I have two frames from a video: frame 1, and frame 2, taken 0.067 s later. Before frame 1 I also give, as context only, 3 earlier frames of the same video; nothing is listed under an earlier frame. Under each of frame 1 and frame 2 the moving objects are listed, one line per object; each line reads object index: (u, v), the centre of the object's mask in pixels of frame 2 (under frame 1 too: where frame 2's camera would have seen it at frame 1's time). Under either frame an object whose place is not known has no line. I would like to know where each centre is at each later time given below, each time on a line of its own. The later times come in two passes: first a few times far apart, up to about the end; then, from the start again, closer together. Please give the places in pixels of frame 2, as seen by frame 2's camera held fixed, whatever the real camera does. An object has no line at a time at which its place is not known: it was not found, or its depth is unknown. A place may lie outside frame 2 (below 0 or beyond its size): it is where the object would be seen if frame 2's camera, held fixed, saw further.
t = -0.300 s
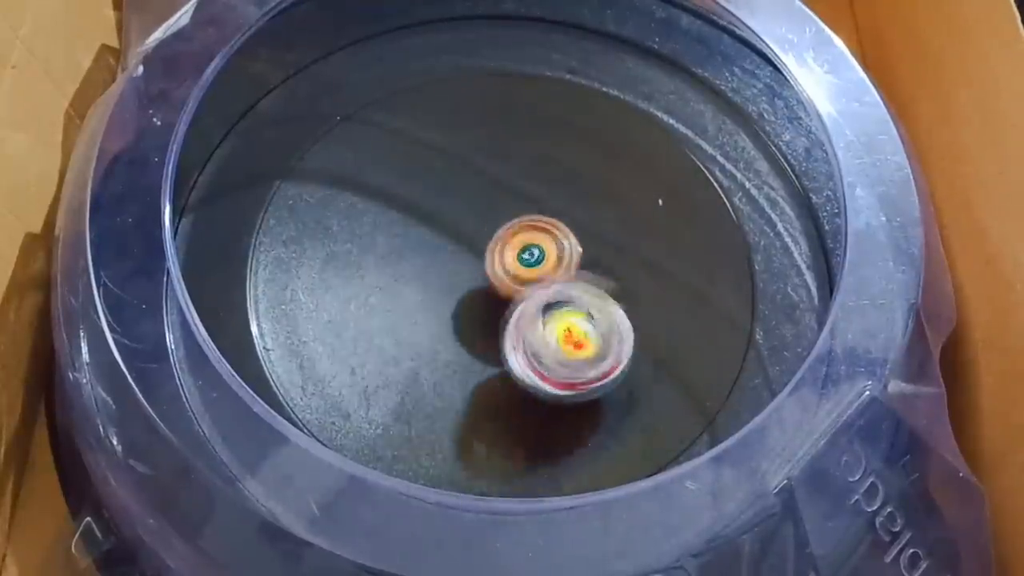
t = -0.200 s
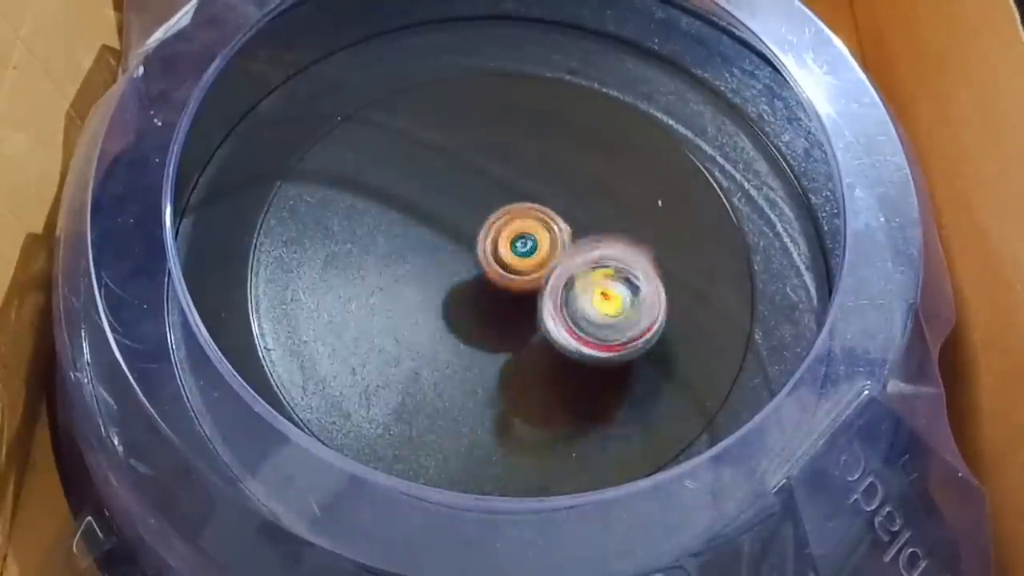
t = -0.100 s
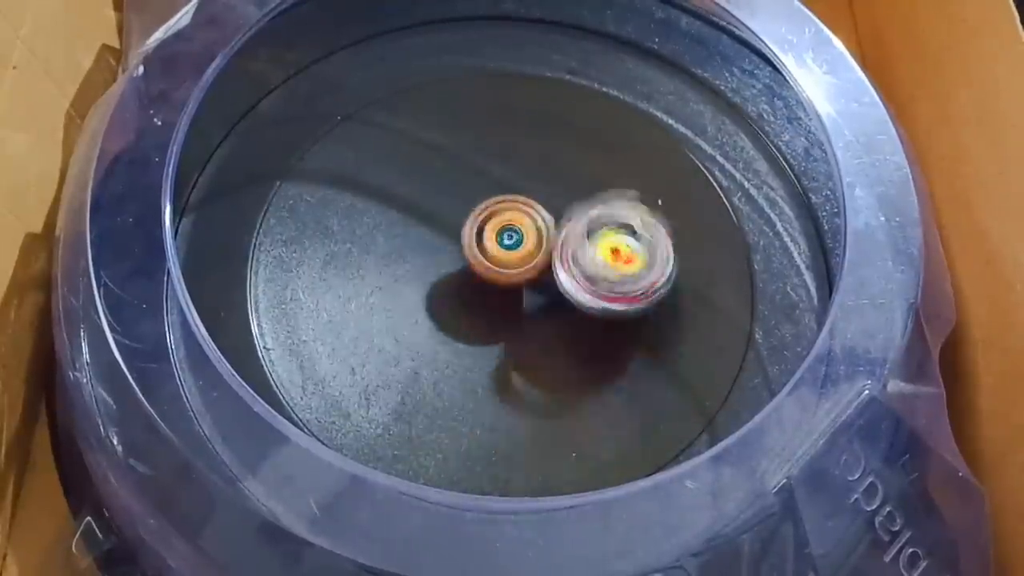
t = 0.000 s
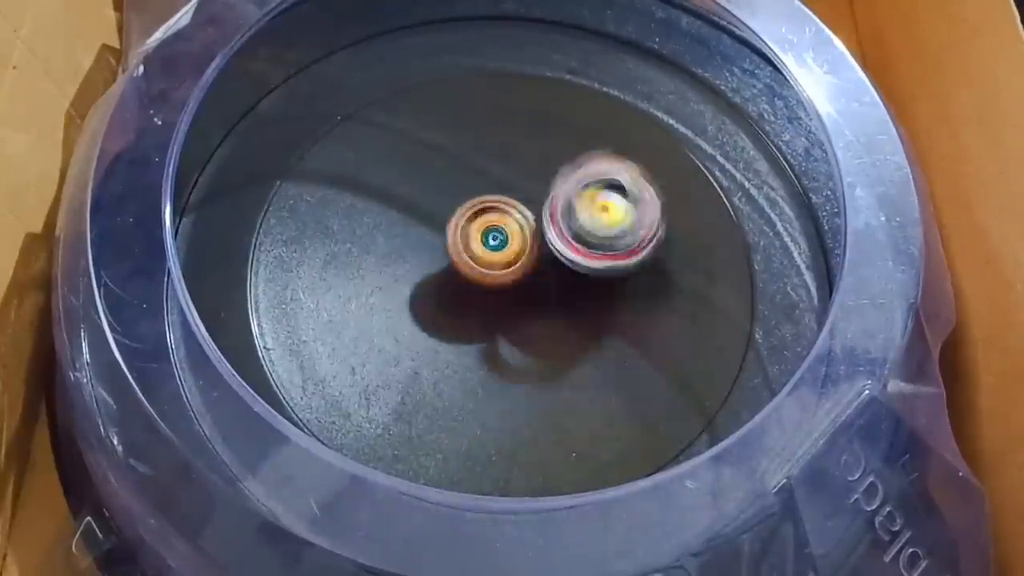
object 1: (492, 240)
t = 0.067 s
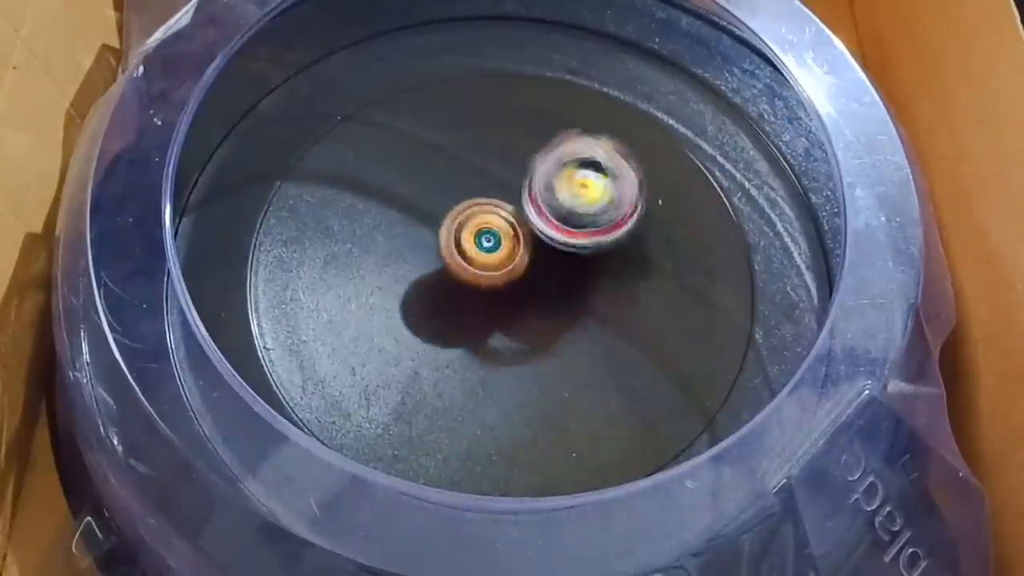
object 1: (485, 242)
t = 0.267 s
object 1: (462, 272)
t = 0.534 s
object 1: (497, 311)
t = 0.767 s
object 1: (550, 312)
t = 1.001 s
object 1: (578, 266)
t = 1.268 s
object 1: (544, 230)
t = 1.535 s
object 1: (464, 257)
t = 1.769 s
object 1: (446, 295)
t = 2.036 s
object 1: (506, 302)
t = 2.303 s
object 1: (550, 307)
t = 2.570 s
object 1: (532, 301)
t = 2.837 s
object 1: (511, 229)
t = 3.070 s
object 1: (495, 210)
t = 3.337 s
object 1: (500, 224)
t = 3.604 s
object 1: (506, 203)
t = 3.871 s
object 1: (499, 206)
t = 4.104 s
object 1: (507, 211)
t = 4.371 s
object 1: (491, 211)
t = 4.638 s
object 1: (516, 210)
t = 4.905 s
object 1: (513, 201)
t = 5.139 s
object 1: (509, 203)
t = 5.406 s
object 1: (542, 213)
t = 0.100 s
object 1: (478, 246)
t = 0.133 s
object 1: (472, 252)
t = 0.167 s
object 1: (471, 257)
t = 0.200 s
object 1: (469, 260)
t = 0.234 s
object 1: (465, 266)
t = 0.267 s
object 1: (462, 272)
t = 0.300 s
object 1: (462, 279)
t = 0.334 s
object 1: (465, 285)
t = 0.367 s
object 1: (466, 288)
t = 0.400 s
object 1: (469, 294)
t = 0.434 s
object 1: (473, 302)
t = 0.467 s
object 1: (482, 304)
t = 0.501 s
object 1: (491, 308)
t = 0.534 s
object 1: (497, 311)
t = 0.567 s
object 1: (502, 311)
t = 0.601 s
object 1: (508, 324)
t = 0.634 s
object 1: (521, 327)
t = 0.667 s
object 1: (531, 331)
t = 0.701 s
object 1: (539, 327)
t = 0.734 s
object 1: (546, 319)
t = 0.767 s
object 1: (550, 312)
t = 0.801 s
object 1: (555, 303)
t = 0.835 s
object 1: (558, 294)
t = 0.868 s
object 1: (563, 286)
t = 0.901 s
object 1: (575, 281)
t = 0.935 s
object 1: (579, 276)
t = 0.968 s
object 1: (578, 270)
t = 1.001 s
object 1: (578, 266)
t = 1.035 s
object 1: (578, 261)
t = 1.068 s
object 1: (578, 255)
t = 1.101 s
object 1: (578, 248)
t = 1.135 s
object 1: (574, 242)
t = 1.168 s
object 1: (569, 241)
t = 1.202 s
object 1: (564, 237)
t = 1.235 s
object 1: (555, 233)
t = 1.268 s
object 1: (544, 230)
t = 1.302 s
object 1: (534, 224)
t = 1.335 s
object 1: (520, 228)
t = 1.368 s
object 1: (510, 229)
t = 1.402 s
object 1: (500, 231)
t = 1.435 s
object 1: (487, 235)
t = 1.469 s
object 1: (479, 242)
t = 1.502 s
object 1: (471, 249)
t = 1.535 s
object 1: (464, 257)
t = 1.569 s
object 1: (454, 261)
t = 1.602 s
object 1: (447, 267)
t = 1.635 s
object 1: (447, 272)
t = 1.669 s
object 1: (441, 276)
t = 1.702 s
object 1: (439, 282)
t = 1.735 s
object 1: (439, 290)
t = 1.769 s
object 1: (446, 295)
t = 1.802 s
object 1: (451, 299)
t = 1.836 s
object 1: (457, 301)
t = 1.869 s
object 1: (464, 306)
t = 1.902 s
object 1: (472, 311)
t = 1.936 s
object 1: (481, 310)
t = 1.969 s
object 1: (491, 309)
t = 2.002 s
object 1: (500, 308)
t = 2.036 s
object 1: (506, 302)
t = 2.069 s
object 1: (512, 297)
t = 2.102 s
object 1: (516, 300)
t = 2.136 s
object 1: (518, 298)
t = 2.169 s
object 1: (520, 295)
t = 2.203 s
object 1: (519, 290)
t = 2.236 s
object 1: (522, 291)
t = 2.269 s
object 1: (540, 301)
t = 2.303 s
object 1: (550, 307)
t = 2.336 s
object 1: (553, 311)
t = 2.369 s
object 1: (555, 315)
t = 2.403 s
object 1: (553, 315)
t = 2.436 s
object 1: (552, 313)
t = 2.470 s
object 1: (547, 311)
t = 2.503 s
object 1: (539, 308)
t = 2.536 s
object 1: (532, 304)
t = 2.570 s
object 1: (532, 301)
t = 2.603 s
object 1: (540, 296)
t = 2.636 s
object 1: (540, 290)
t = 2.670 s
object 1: (542, 285)
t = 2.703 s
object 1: (543, 275)
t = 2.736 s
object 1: (538, 260)
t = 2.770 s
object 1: (530, 249)
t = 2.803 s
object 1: (524, 238)
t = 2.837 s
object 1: (511, 229)
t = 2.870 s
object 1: (500, 219)
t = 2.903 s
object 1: (491, 218)
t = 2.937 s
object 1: (494, 216)
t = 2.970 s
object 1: (495, 210)
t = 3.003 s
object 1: (496, 209)
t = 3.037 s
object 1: (495, 209)
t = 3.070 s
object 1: (495, 210)
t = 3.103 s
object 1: (495, 212)
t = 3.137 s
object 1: (493, 213)
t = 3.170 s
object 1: (493, 216)
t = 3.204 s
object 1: (491, 215)
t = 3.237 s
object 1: (492, 216)
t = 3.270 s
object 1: (491, 217)
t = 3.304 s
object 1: (494, 221)
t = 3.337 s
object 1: (500, 224)
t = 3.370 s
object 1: (502, 222)
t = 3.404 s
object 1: (503, 224)
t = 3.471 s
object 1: (504, 222)
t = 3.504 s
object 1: (505, 222)
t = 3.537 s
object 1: (503, 218)
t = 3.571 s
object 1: (502, 214)
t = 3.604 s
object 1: (506, 203)
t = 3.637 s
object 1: (505, 201)
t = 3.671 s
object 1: (506, 203)
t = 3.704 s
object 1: (498, 206)
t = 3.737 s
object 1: (495, 207)
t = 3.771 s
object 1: (485, 210)
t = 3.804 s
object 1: (491, 208)
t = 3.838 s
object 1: (490, 206)
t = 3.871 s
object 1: (499, 206)
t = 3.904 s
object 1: (506, 209)
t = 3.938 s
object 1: (509, 210)
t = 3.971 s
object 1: (513, 213)
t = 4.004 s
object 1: (510, 210)
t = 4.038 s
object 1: (511, 213)
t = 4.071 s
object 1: (507, 212)
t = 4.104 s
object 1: (507, 211)
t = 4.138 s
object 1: (499, 205)
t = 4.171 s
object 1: (497, 207)
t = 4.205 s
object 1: (493, 206)
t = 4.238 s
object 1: (493, 207)
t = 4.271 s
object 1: (491, 206)
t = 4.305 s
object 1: (491, 209)
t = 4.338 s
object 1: (492, 209)
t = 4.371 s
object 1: (491, 211)
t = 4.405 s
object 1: (495, 210)
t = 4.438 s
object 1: (494, 209)
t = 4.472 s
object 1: (500, 209)
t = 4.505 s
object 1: (499, 210)
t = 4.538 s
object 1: (506, 211)
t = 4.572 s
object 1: (507, 211)
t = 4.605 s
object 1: (511, 213)
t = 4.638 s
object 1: (516, 210)
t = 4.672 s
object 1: (512, 207)
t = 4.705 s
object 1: (516, 206)
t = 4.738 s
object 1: (511, 207)
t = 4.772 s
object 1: (514, 206)
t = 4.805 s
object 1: (513, 201)
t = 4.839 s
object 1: (513, 203)
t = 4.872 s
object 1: (515, 201)
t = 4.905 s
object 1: (513, 201)
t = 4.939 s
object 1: (517, 204)
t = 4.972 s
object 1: (518, 203)
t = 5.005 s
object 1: (517, 203)
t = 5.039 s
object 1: (518, 205)
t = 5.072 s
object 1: (516, 201)
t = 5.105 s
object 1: (511, 202)
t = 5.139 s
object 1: (509, 203)
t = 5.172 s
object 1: (511, 201)
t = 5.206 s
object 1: (516, 203)
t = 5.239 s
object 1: (525, 207)
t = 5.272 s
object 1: (534, 210)
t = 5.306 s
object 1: (538, 213)
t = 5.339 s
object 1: (541, 215)
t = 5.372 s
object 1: (543, 215)
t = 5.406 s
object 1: (542, 213)
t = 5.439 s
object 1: (539, 211)
